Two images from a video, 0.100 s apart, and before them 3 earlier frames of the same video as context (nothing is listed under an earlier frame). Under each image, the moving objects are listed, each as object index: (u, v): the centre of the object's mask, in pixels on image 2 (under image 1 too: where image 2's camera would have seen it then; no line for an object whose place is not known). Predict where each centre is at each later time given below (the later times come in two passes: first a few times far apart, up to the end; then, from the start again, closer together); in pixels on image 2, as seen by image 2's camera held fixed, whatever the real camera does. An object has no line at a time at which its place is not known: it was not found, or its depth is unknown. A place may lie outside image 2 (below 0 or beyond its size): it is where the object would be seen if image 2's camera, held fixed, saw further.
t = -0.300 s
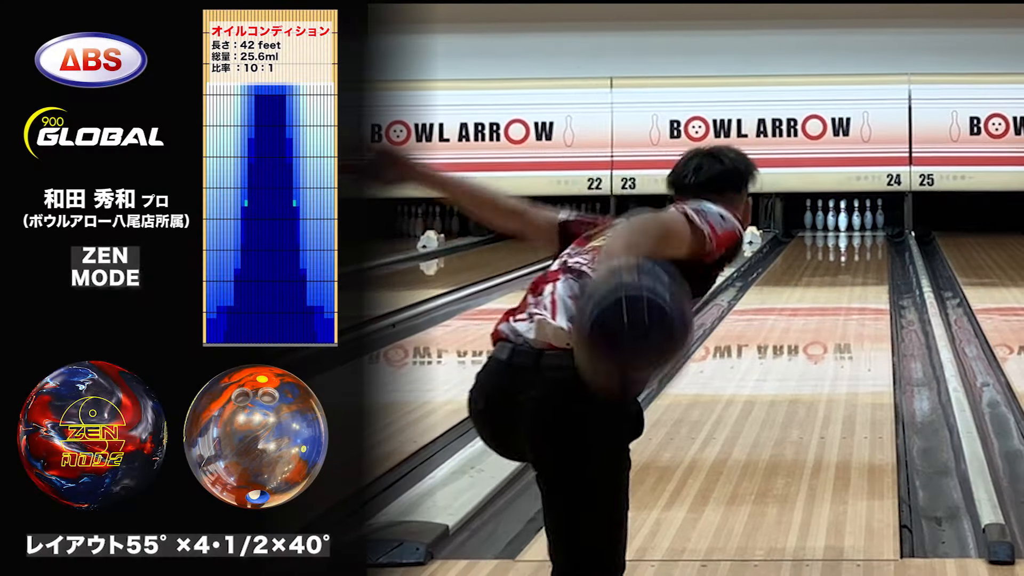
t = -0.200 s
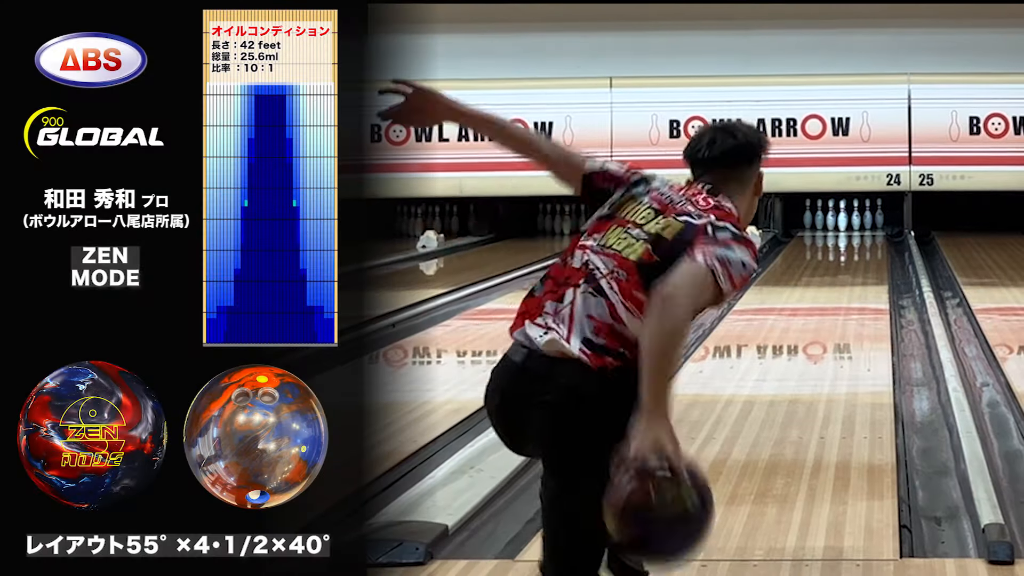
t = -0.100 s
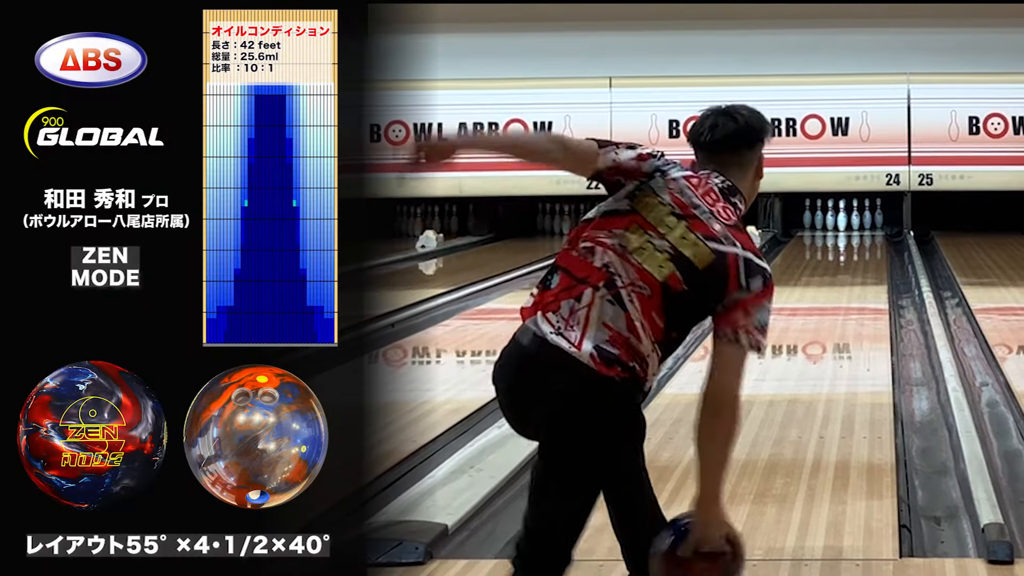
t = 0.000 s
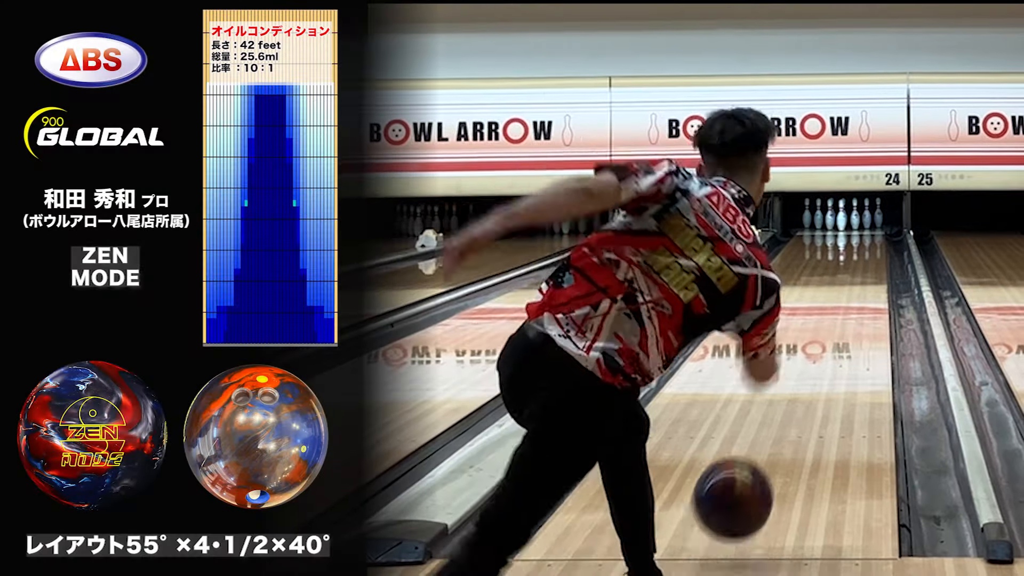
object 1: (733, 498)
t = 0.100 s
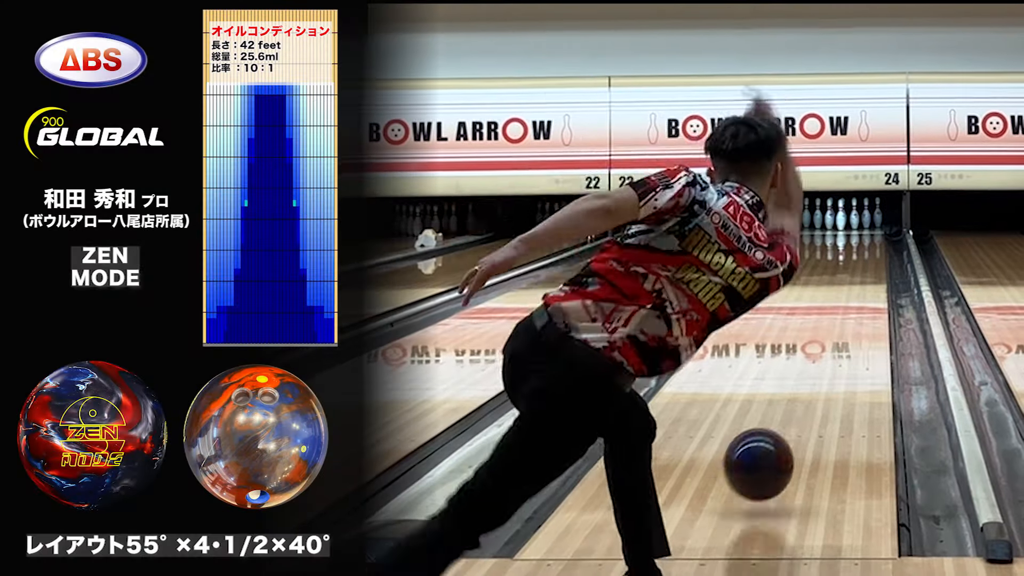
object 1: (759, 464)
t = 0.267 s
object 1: (790, 419)
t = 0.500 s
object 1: (819, 365)
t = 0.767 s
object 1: (839, 324)
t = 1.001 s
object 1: (851, 299)
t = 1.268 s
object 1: (859, 277)
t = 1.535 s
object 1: (865, 262)
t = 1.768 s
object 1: (874, 248)
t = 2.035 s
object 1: (868, 242)
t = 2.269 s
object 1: (864, 235)
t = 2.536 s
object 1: (855, 227)
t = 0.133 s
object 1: (766, 461)
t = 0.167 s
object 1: (773, 451)
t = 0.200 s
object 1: (779, 439)
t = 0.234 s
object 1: (785, 429)
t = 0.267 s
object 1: (790, 419)
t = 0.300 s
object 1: (795, 410)
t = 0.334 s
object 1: (799, 402)
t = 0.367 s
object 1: (804, 394)
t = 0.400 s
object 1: (808, 386)
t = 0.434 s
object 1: (812, 379)
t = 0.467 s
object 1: (815, 371)
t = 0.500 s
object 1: (819, 365)
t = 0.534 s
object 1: (822, 359)
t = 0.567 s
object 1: (825, 353)
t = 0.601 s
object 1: (828, 348)
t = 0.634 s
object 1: (830, 342)
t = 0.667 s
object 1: (833, 337)
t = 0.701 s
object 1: (835, 333)
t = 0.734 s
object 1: (837, 328)
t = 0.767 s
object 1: (839, 324)
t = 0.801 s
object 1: (841, 320)
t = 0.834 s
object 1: (843, 316)
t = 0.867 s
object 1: (845, 312)
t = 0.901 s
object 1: (847, 308)
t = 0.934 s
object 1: (848, 305)
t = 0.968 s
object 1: (850, 301)
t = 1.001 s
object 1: (851, 299)
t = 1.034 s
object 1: (852, 295)
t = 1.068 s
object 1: (854, 292)
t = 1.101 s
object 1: (855, 290)
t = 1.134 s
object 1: (856, 287)
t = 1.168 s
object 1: (857, 284)
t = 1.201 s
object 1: (858, 282)
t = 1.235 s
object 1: (859, 279)
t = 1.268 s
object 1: (859, 277)
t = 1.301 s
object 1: (861, 275)
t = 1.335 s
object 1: (861, 272)
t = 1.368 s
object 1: (862, 271)
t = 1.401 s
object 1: (862, 269)
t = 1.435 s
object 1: (863, 266)
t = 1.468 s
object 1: (863, 265)
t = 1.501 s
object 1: (864, 264)
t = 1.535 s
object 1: (865, 262)
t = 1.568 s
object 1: (865, 260)
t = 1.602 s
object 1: (868, 257)
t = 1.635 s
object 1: (870, 256)
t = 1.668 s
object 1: (871, 255)
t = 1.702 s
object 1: (872, 254)
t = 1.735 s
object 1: (874, 252)
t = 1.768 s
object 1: (874, 248)
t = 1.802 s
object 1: (870, 246)
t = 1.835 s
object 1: (868, 246)
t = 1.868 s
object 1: (867, 247)
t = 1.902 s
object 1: (867, 246)
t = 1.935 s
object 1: (867, 244)
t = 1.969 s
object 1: (867, 243)
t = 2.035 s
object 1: (868, 242)
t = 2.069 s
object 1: (867, 240)
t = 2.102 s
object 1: (867, 239)
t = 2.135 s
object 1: (866, 238)
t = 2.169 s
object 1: (866, 237)
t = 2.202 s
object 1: (866, 236)
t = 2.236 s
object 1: (865, 235)
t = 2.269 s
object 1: (864, 235)
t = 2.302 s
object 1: (863, 234)
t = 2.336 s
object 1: (863, 233)
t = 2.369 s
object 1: (863, 232)
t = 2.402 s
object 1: (861, 231)
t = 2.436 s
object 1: (860, 230)
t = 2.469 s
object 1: (859, 229)
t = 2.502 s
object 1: (857, 228)
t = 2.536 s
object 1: (855, 227)
